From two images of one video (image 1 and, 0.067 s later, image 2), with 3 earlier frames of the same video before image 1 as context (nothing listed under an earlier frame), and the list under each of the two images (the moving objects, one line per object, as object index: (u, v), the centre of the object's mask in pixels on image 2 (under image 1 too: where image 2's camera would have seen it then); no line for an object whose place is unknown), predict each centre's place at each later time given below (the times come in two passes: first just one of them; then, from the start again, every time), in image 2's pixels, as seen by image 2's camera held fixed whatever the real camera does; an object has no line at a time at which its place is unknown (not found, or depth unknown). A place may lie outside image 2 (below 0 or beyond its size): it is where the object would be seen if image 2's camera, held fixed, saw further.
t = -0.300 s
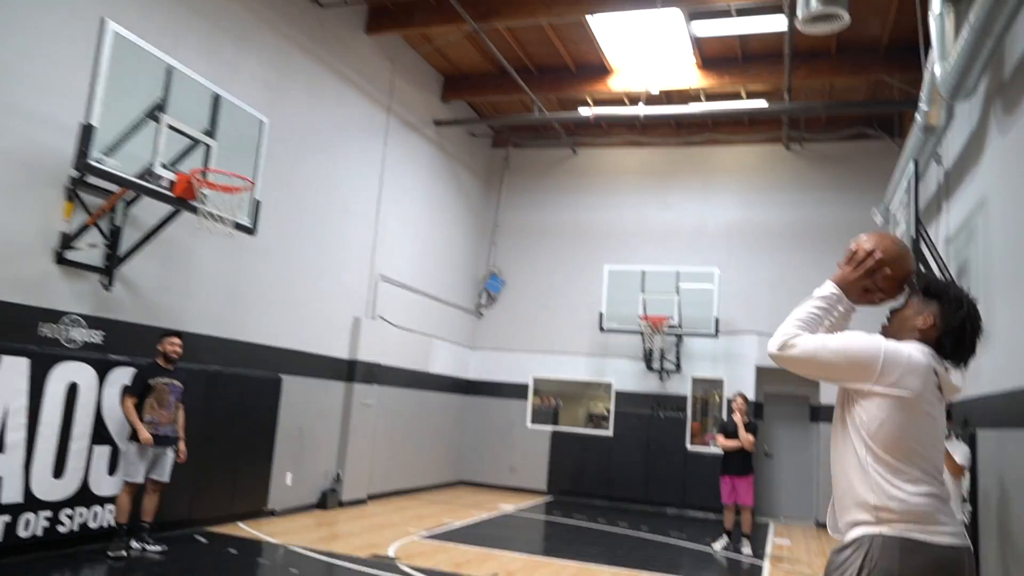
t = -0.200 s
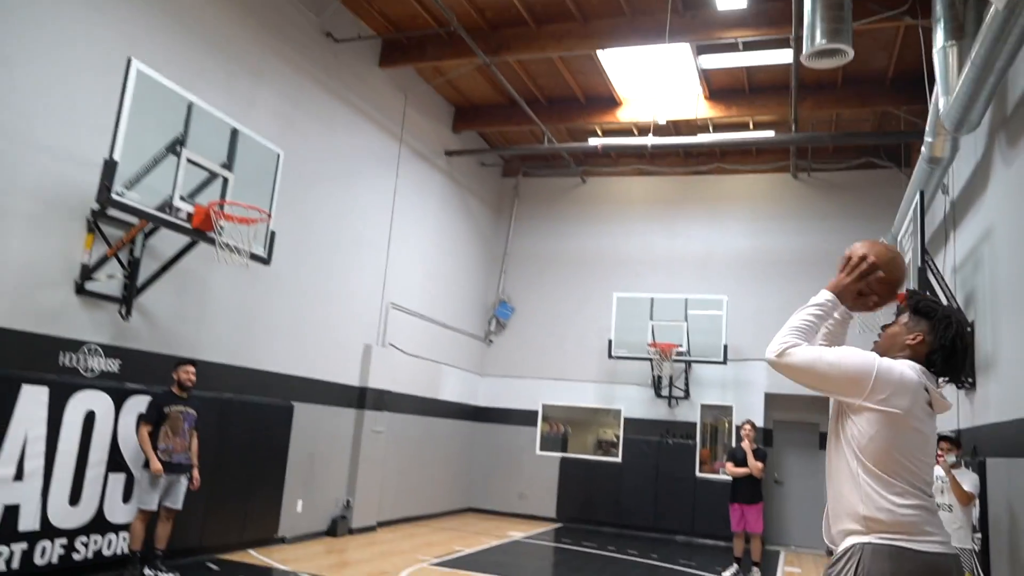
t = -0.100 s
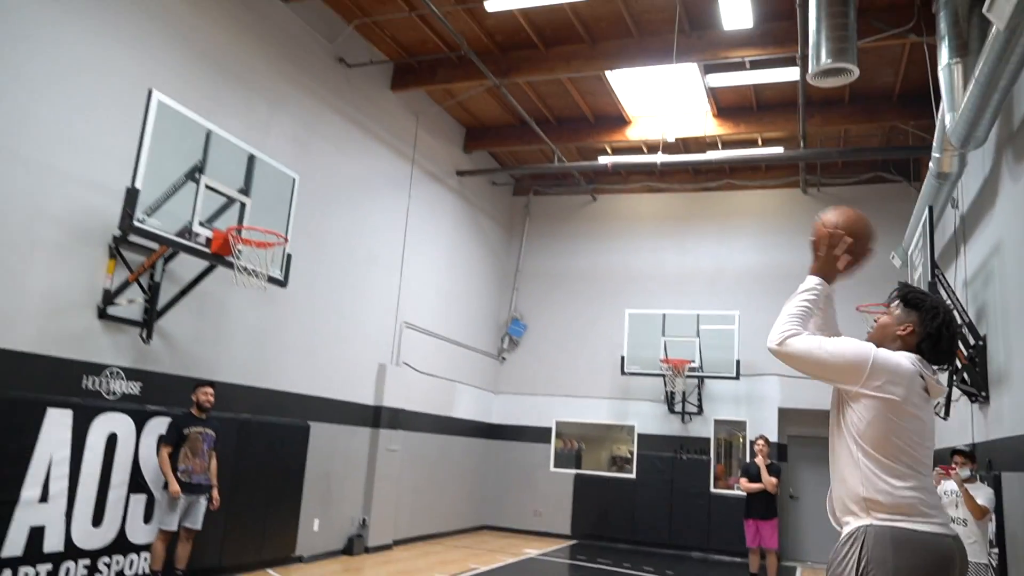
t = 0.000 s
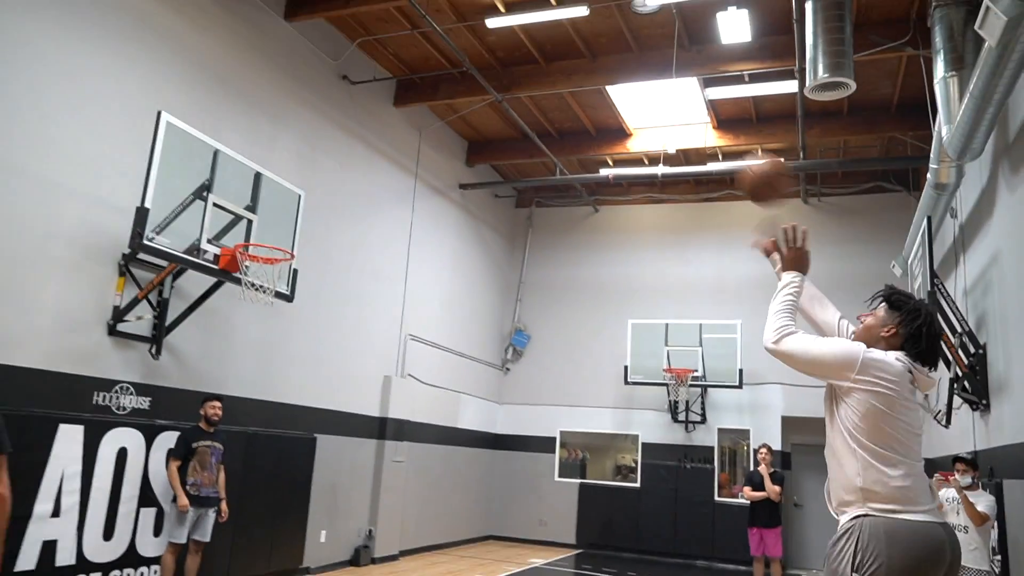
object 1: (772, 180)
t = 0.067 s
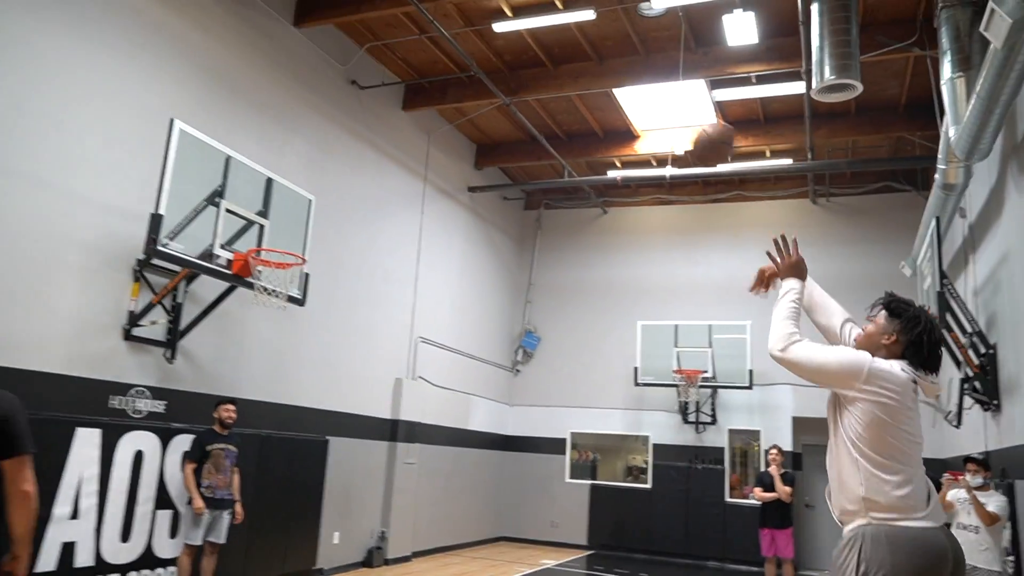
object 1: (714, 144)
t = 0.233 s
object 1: (592, 98)
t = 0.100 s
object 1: (686, 131)
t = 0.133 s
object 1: (661, 120)
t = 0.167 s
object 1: (634, 111)
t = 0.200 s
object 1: (612, 104)
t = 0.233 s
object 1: (592, 98)
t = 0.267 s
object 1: (573, 95)
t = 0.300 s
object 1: (554, 94)
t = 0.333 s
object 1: (535, 93)
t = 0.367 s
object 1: (518, 96)
